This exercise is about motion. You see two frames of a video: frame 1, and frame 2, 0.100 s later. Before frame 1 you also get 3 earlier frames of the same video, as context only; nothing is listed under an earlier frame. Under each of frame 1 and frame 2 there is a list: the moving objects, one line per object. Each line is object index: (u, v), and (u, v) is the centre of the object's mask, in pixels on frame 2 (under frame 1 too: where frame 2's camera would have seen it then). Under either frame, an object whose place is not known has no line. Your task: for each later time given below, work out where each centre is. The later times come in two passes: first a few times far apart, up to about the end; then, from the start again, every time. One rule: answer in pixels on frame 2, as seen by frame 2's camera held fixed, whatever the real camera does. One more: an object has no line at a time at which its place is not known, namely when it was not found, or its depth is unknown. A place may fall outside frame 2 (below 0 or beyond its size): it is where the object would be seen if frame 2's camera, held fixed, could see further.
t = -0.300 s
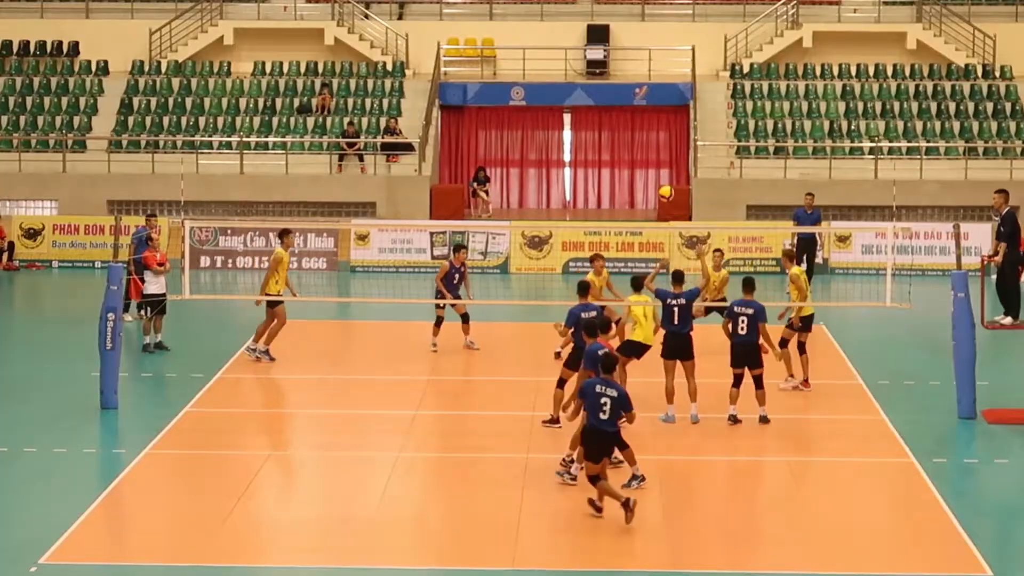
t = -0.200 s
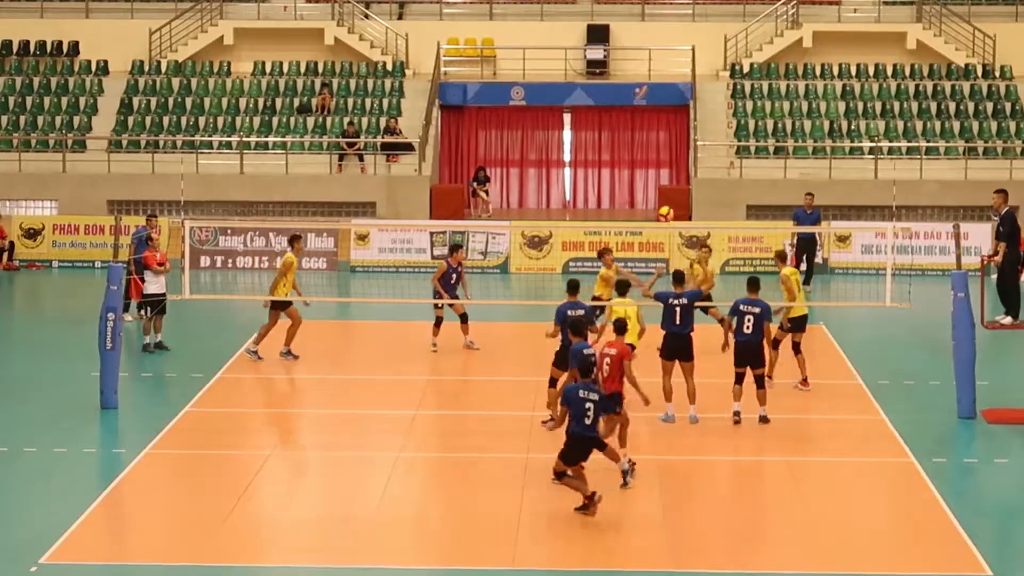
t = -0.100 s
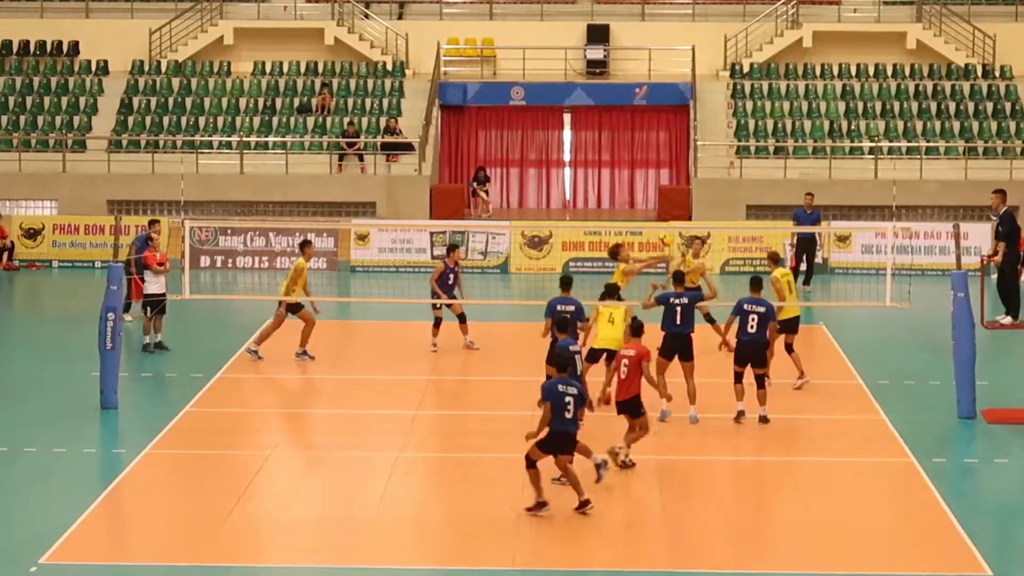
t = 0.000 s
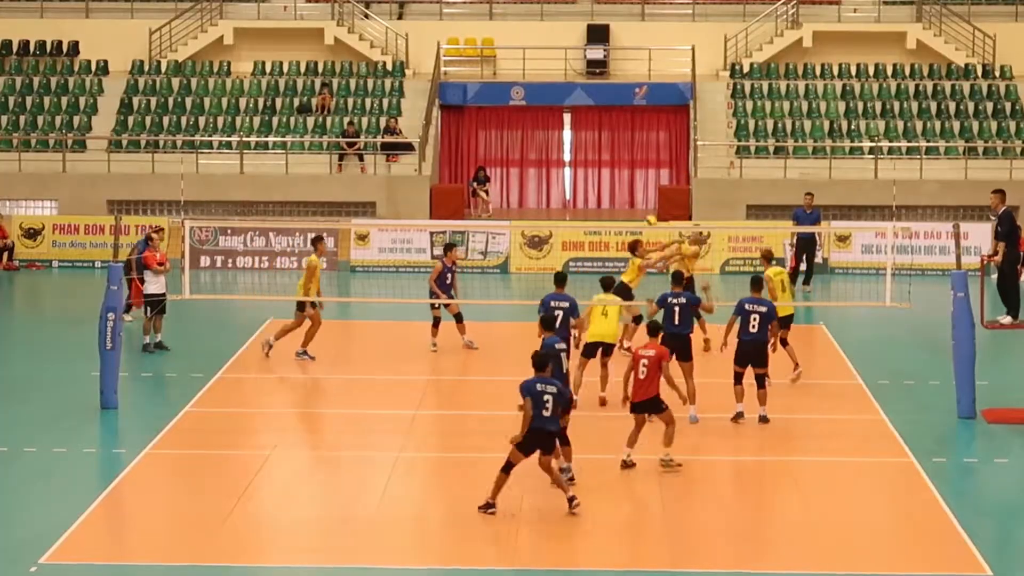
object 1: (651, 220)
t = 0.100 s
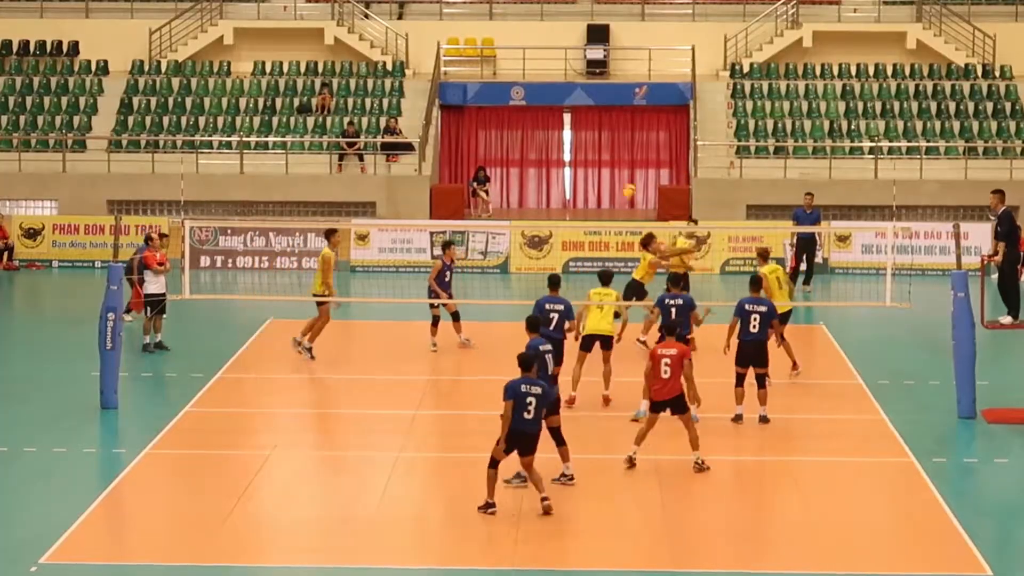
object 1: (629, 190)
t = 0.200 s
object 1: (609, 166)
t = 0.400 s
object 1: (566, 138)
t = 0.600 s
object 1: (523, 137)
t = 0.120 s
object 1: (626, 186)
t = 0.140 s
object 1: (622, 181)
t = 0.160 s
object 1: (617, 175)
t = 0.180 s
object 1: (613, 171)
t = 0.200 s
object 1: (609, 166)
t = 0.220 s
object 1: (605, 163)
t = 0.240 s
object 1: (601, 158)
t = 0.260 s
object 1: (597, 155)
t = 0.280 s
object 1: (592, 152)
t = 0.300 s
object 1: (588, 149)
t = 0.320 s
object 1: (583, 147)
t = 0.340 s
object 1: (579, 144)
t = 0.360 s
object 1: (576, 142)
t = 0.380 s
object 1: (571, 140)
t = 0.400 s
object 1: (566, 138)
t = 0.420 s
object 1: (561, 136)
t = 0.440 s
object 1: (558, 136)
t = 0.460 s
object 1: (553, 134)
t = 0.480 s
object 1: (549, 134)
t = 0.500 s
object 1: (544, 133)
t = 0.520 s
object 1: (539, 134)
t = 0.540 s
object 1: (536, 134)
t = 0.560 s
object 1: (531, 135)
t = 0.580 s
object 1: (527, 135)
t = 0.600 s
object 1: (523, 137)
